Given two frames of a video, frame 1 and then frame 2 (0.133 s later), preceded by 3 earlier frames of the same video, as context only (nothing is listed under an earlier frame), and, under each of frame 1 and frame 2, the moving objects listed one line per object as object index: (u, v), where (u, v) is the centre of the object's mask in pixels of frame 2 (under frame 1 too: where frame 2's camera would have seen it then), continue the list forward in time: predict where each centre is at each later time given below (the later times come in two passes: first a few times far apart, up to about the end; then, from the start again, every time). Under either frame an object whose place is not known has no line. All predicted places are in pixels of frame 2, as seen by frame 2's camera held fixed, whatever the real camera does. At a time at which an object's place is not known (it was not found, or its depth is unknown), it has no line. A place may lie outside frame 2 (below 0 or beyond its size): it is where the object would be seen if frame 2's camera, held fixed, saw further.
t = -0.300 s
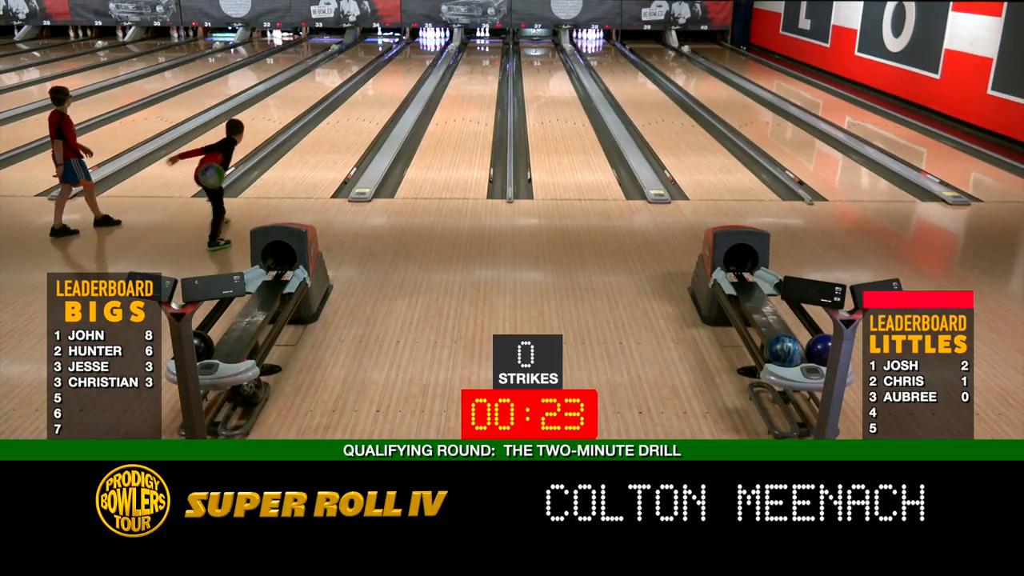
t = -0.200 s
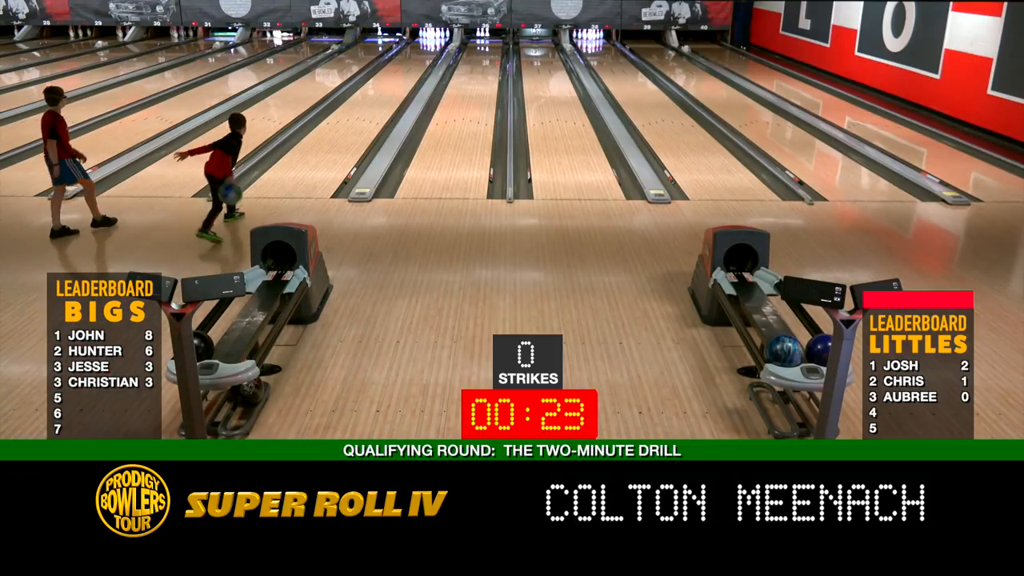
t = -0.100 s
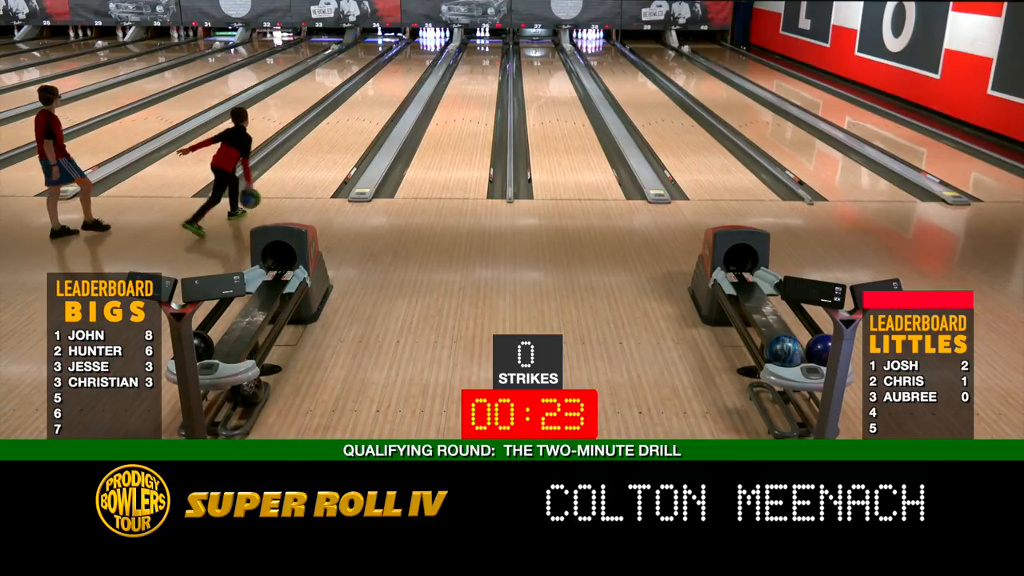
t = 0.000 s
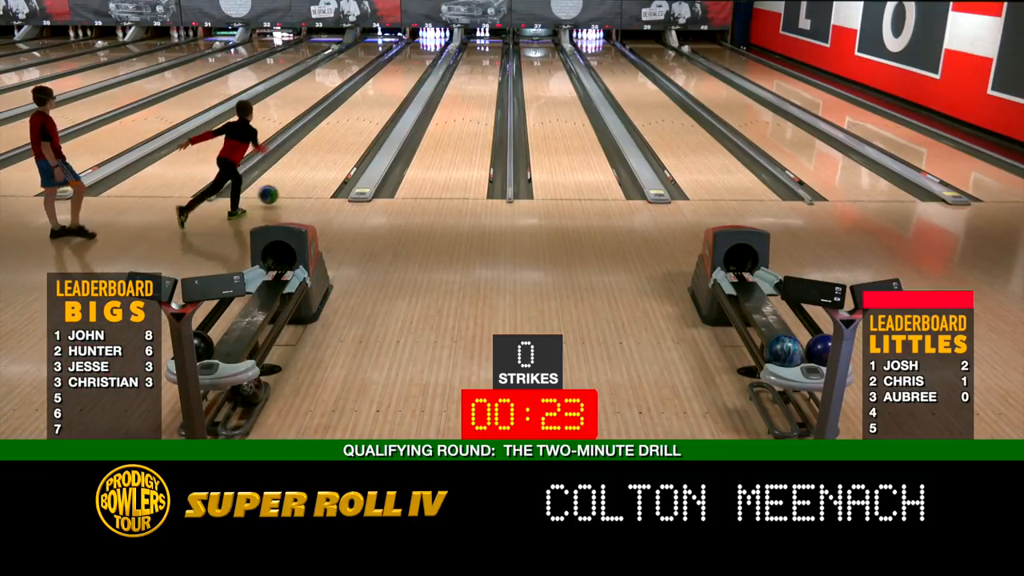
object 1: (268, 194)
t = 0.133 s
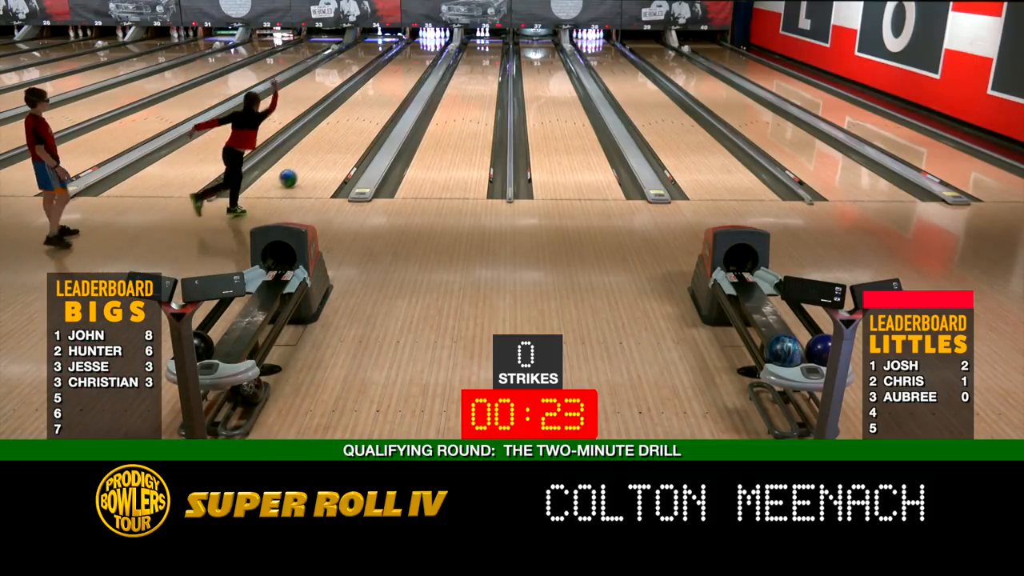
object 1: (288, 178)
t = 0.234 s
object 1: (301, 165)
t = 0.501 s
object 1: (328, 138)
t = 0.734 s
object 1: (347, 119)
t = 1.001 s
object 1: (365, 103)
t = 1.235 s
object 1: (377, 91)
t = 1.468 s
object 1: (388, 80)
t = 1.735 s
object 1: (398, 70)
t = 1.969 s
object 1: (406, 63)
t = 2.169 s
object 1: (412, 58)
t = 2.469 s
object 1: (419, 51)
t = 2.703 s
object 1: (424, 46)
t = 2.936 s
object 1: (429, 42)
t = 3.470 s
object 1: (442, 35)
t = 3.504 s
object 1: (443, 35)
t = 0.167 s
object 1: (292, 174)
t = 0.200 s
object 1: (297, 170)
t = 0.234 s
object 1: (301, 165)
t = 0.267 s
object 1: (305, 162)
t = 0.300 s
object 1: (308, 158)
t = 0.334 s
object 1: (312, 154)
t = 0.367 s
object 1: (315, 151)
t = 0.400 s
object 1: (319, 147)
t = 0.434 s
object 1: (322, 144)
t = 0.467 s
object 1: (325, 141)
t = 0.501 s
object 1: (328, 138)
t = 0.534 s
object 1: (331, 135)
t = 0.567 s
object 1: (334, 132)
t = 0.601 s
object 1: (337, 129)
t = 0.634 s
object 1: (340, 126)
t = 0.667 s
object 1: (342, 124)
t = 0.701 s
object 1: (345, 121)
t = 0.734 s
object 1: (347, 119)
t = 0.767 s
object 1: (350, 117)
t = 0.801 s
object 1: (352, 115)
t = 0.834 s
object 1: (354, 112)
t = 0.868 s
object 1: (356, 110)
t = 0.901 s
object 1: (358, 108)
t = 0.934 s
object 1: (360, 106)
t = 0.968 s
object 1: (362, 105)
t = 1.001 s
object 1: (365, 103)
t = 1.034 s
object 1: (366, 101)
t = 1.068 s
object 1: (368, 99)
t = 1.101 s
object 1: (370, 97)
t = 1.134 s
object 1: (372, 95)
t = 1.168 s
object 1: (374, 94)
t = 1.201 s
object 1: (375, 92)
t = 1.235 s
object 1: (377, 91)
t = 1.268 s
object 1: (378, 89)
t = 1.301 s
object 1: (380, 88)
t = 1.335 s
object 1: (382, 86)
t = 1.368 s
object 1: (383, 85)
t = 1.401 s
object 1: (385, 83)
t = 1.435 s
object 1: (386, 81)
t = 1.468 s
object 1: (388, 80)
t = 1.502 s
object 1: (389, 79)
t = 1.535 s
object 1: (390, 78)
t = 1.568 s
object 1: (392, 76)
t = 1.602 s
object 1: (393, 75)
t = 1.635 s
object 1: (395, 74)
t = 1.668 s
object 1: (396, 73)
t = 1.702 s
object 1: (397, 72)
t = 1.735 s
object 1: (398, 70)
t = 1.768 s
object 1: (399, 69)
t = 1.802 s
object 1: (400, 68)
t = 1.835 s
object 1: (402, 68)
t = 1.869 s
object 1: (403, 66)
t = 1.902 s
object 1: (404, 65)
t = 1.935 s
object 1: (404, 64)
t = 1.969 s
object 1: (406, 63)
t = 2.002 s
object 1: (406, 62)
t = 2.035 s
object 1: (408, 61)
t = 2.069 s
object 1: (409, 61)
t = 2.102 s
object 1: (409, 59)
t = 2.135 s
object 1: (410, 59)
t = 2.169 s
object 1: (412, 58)
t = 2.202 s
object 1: (413, 57)
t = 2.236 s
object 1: (413, 56)
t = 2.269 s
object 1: (414, 56)
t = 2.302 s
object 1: (415, 55)
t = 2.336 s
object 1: (416, 54)
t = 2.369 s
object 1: (417, 53)
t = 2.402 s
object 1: (417, 52)
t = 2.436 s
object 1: (417, 52)
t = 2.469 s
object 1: (419, 51)
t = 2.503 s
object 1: (419, 51)
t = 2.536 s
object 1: (420, 50)
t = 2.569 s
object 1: (421, 49)
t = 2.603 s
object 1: (421, 48)
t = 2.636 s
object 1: (422, 48)
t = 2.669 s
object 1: (423, 47)
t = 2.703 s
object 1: (424, 46)
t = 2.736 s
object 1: (424, 46)
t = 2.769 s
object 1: (426, 46)
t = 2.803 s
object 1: (426, 45)
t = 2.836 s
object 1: (427, 44)
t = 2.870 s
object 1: (428, 43)
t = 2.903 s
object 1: (429, 43)
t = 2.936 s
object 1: (429, 42)
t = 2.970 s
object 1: (430, 42)
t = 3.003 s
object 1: (431, 41)
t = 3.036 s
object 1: (432, 41)
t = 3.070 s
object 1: (432, 40)
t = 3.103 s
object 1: (433, 40)
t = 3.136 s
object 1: (434, 39)
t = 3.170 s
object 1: (434, 39)
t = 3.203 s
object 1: (435, 38)
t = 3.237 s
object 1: (435, 38)
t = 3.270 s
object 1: (436, 37)
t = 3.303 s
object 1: (437, 37)
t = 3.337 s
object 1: (437, 37)
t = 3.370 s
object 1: (437, 37)
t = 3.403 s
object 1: (439, 36)
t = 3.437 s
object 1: (439, 36)
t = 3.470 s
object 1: (442, 35)
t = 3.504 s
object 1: (443, 35)
